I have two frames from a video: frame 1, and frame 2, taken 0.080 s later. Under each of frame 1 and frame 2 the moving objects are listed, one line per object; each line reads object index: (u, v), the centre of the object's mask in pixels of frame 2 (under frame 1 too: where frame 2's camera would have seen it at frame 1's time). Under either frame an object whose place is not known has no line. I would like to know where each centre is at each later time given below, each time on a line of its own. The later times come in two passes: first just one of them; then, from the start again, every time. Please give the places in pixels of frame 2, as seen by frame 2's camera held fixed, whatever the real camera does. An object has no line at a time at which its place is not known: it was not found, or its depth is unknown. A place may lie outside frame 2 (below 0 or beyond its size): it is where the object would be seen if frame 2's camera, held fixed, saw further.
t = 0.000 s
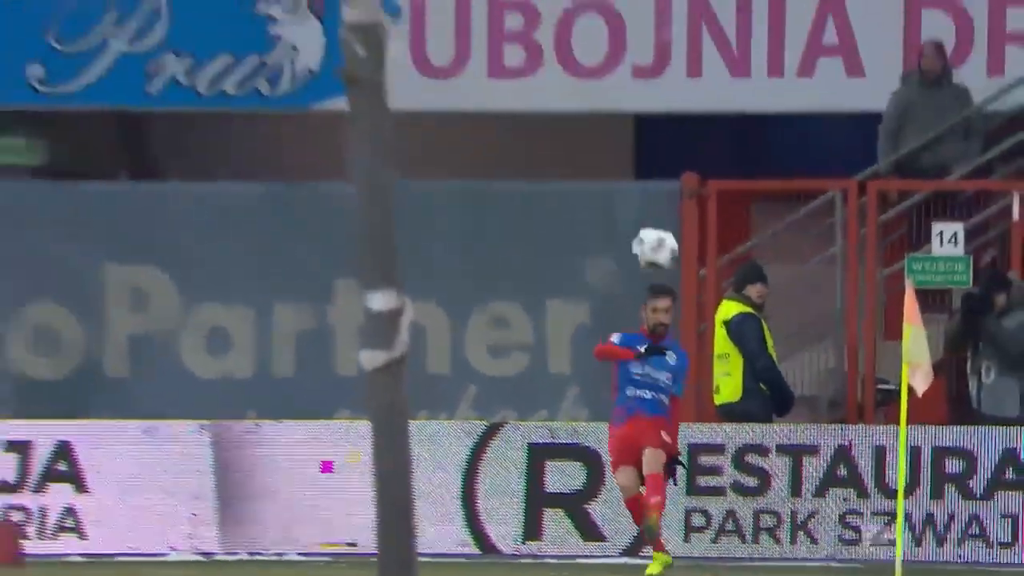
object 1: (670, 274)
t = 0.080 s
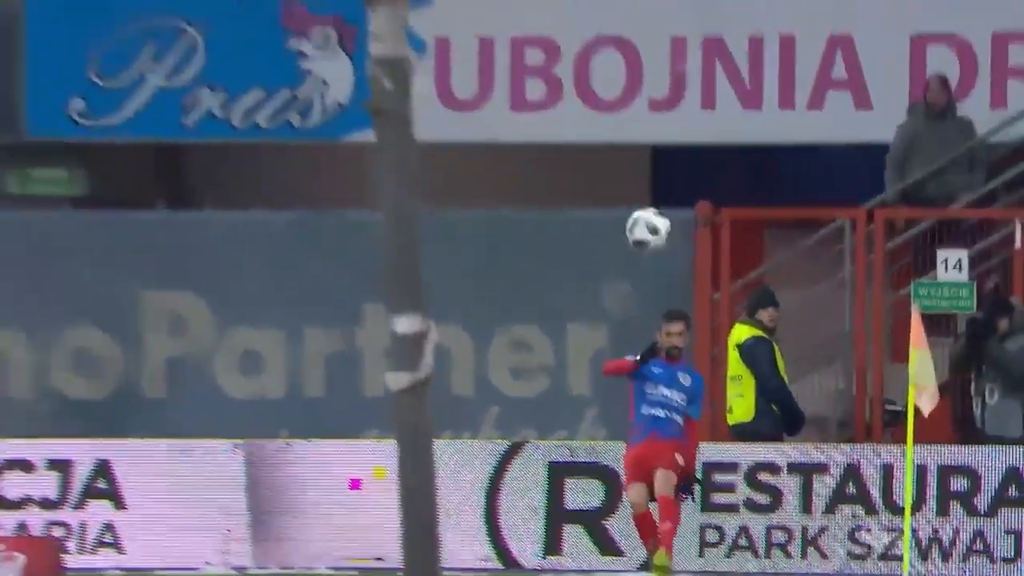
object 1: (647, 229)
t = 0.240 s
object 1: (599, 140)
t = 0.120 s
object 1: (637, 208)
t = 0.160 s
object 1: (624, 185)
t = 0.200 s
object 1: (613, 162)
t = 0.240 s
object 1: (599, 140)
